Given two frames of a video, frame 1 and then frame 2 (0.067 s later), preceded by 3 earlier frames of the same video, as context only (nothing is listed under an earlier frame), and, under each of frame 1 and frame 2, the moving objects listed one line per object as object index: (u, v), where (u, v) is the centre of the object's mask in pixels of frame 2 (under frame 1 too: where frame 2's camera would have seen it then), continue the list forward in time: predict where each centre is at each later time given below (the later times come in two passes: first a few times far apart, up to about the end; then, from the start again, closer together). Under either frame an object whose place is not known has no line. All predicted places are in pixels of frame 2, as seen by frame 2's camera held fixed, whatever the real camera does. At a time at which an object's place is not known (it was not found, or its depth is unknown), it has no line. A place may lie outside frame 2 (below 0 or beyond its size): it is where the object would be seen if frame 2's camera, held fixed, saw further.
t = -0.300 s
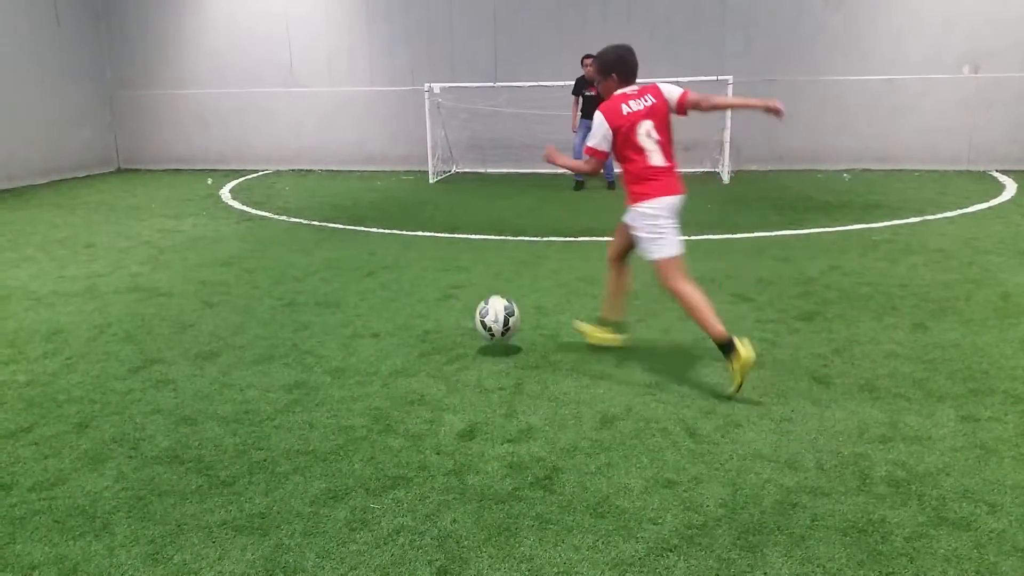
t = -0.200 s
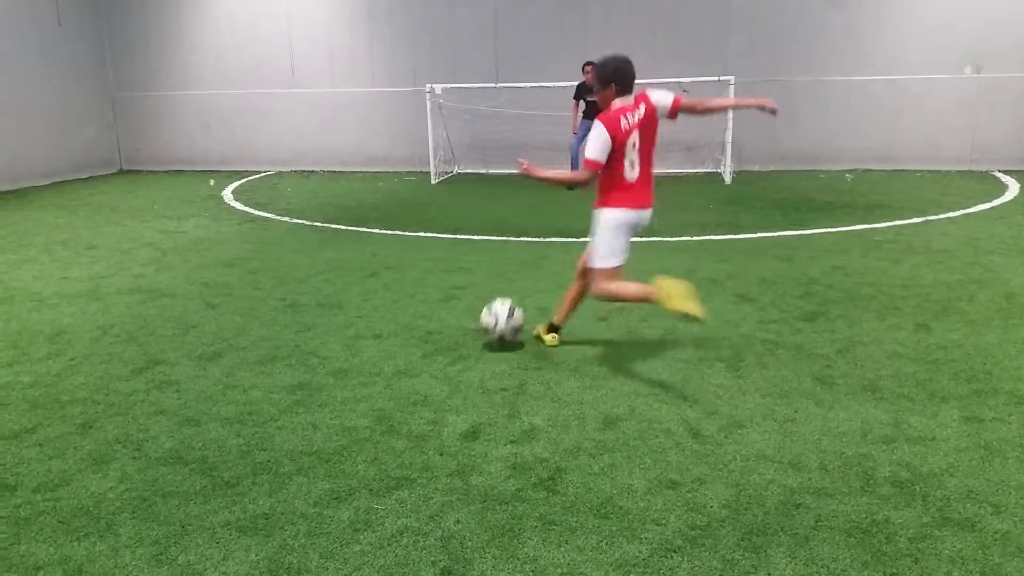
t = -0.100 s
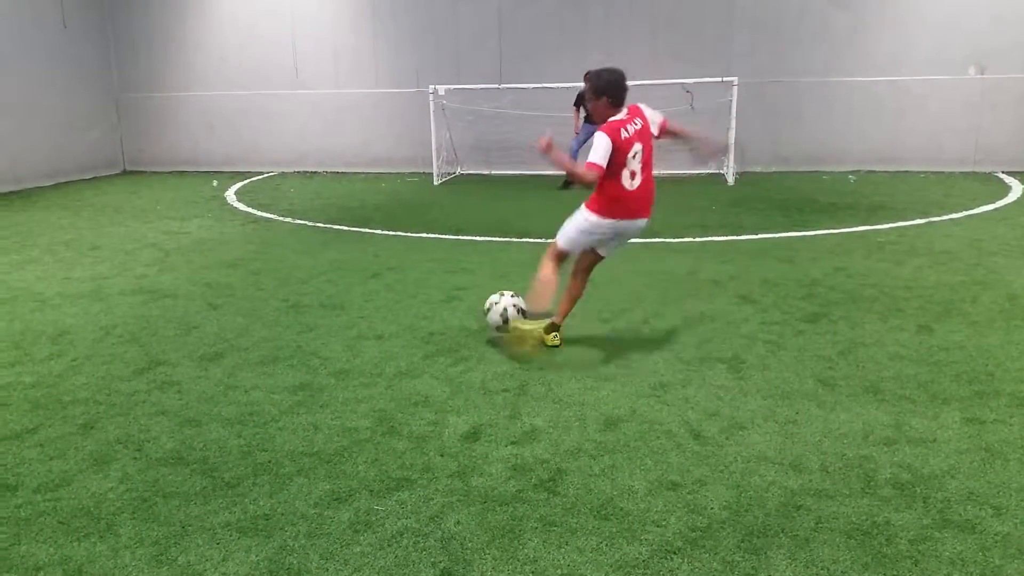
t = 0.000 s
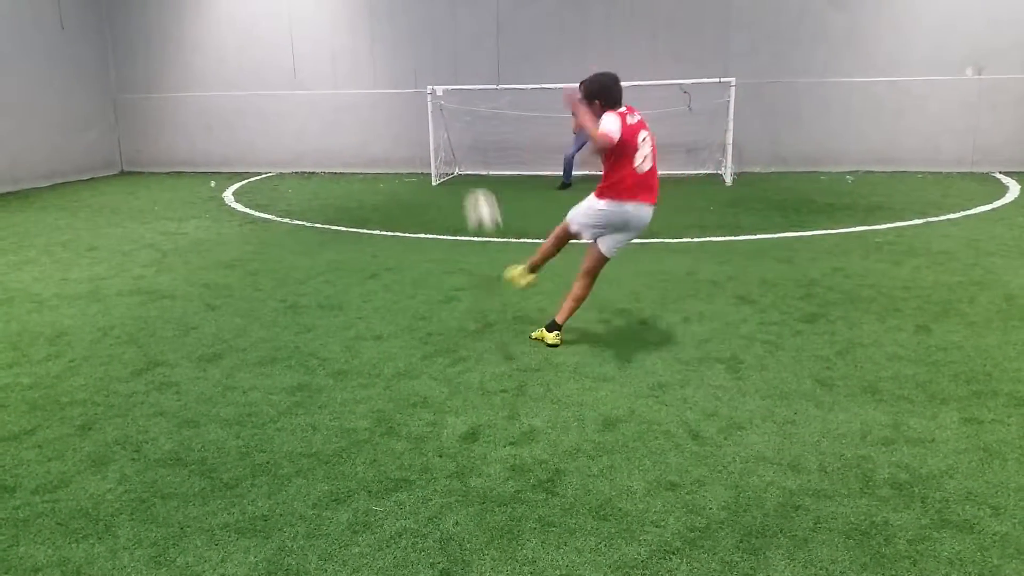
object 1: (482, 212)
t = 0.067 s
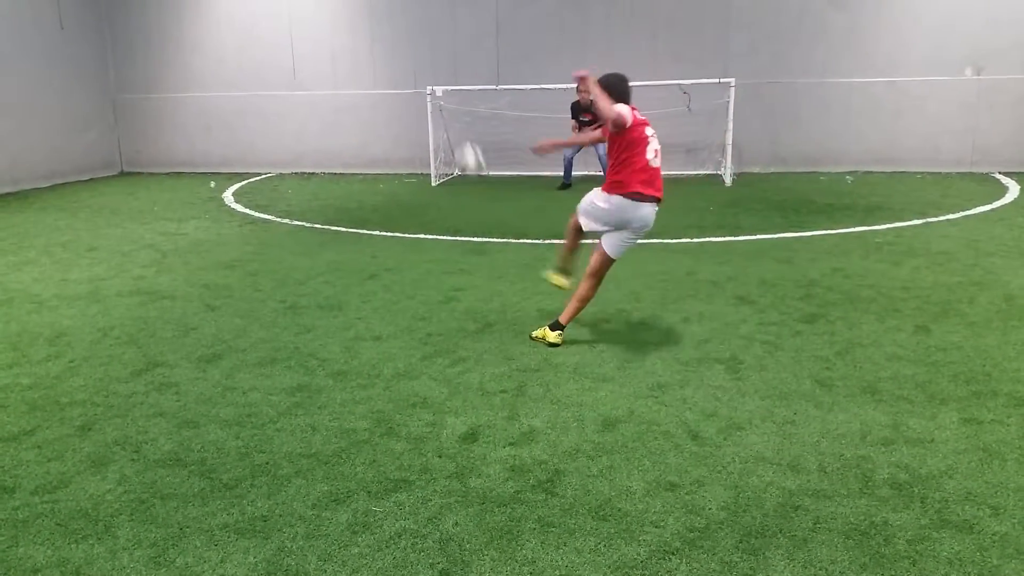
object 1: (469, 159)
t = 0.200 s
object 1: (452, 104)
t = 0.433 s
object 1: (441, 74)
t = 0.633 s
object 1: (416, 37)
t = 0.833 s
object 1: (357, 14)
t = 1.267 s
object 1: (185, 80)
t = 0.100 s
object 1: (464, 143)
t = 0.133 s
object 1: (460, 127)
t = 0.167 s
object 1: (456, 114)
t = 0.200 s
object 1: (452, 104)
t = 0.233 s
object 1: (449, 96)
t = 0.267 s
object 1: (448, 90)
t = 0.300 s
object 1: (446, 86)
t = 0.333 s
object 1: (445, 83)
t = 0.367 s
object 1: (443, 81)
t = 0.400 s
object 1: (443, 80)
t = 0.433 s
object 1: (441, 74)
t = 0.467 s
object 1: (440, 67)
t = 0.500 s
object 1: (439, 63)
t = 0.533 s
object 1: (439, 57)
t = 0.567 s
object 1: (437, 53)
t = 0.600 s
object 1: (425, 43)
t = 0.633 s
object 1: (416, 37)
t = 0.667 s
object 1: (407, 32)
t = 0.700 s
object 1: (397, 26)
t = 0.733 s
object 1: (388, 22)
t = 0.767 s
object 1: (378, 18)
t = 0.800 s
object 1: (366, 15)
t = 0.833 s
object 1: (357, 14)
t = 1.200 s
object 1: (216, 56)
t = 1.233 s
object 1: (199, 68)
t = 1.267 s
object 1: (185, 80)
